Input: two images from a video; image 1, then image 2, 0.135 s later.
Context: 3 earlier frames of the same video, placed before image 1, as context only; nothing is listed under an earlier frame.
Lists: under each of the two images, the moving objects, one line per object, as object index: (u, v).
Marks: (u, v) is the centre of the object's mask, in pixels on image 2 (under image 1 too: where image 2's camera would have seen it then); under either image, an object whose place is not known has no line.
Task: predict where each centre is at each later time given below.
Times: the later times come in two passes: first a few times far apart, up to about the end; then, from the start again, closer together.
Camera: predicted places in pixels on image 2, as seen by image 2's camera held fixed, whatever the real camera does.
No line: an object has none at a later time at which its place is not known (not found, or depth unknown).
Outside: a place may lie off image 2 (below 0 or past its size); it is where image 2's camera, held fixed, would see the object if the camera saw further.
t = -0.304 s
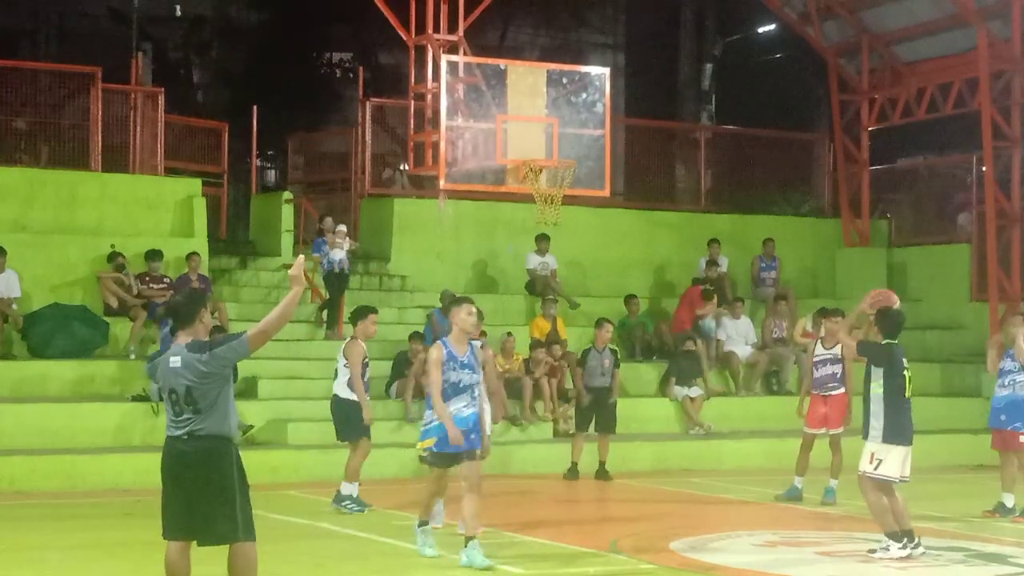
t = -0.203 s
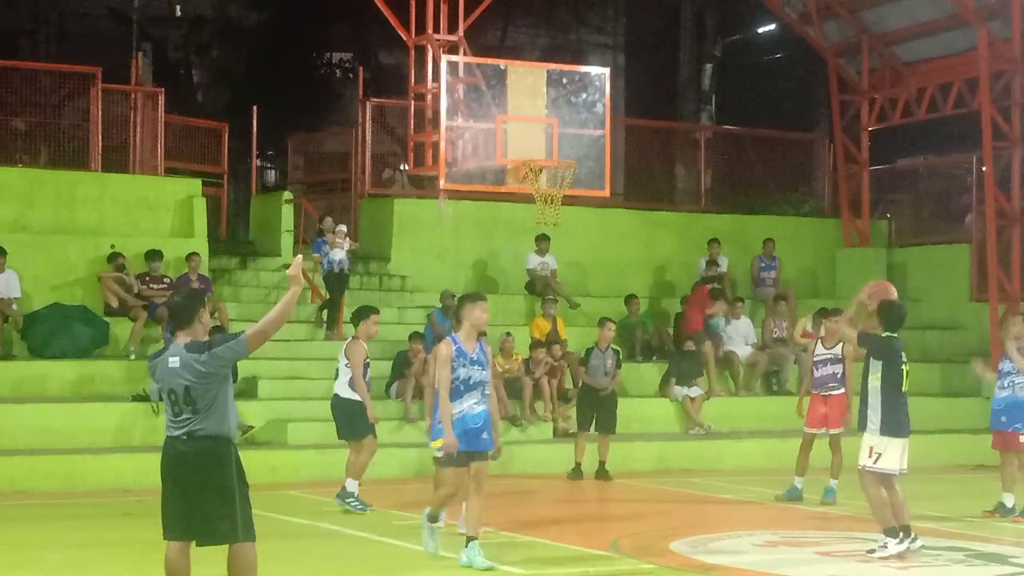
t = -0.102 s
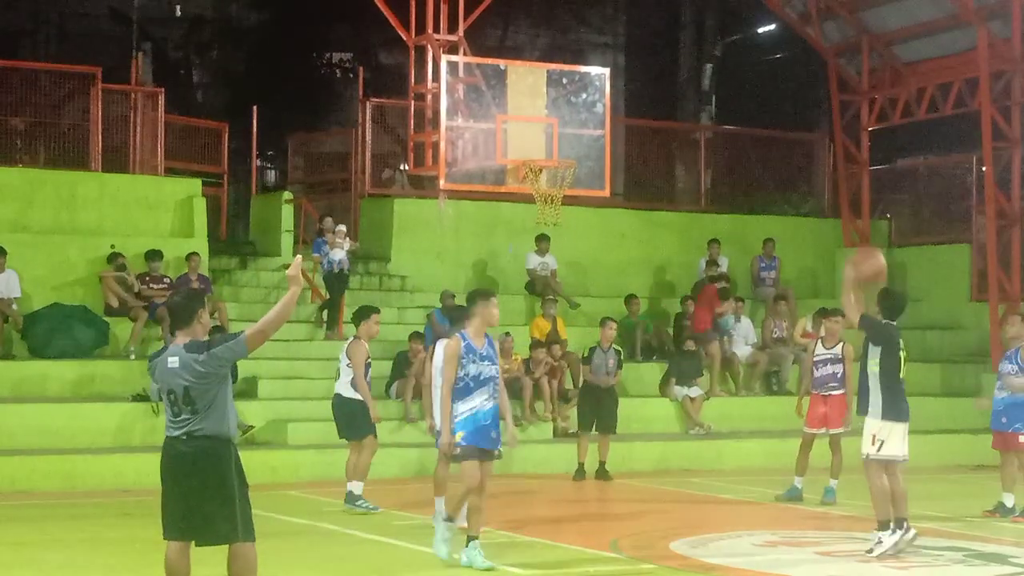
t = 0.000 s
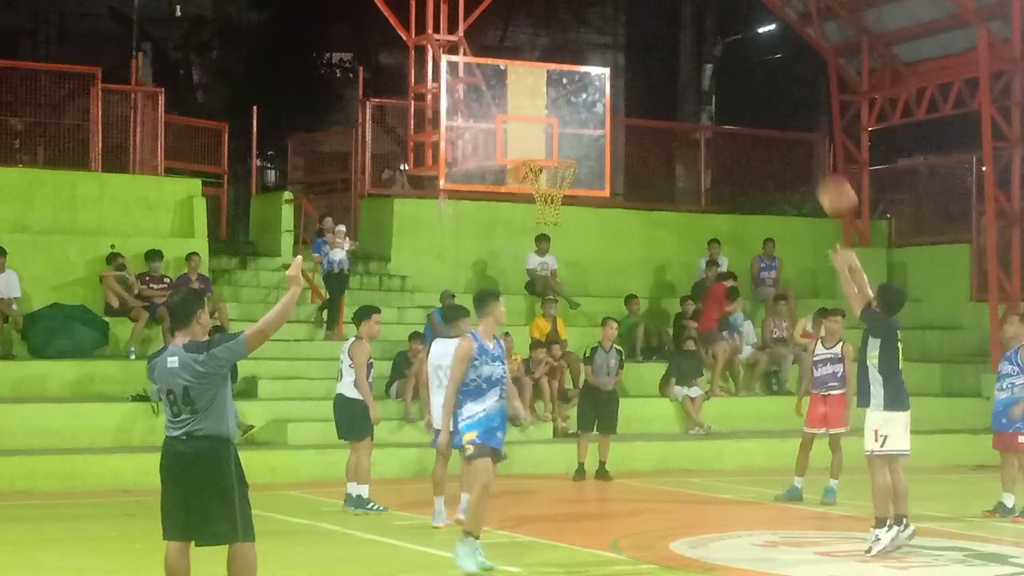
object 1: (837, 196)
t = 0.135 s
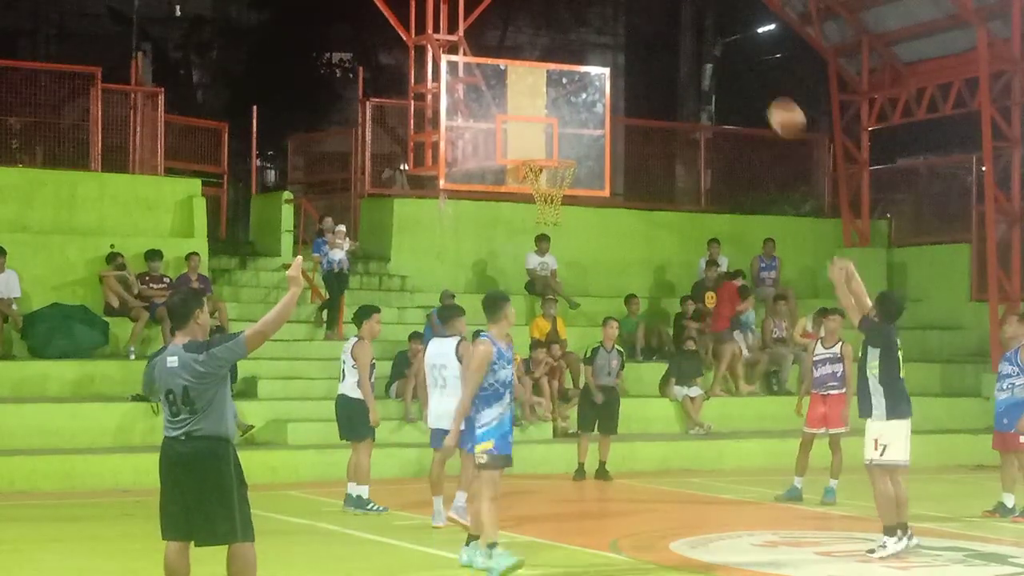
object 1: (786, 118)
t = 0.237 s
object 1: (751, 79)
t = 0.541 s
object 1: (653, 44)
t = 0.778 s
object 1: (588, 89)
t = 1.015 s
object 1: (539, 152)
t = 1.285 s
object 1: (579, 151)
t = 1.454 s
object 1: (611, 184)
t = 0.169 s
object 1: (774, 104)
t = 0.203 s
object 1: (762, 90)
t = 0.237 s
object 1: (751, 79)
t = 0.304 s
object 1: (728, 61)
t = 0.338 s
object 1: (717, 54)
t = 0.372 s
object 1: (706, 48)
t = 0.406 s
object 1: (695, 45)
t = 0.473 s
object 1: (675, 42)
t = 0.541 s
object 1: (653, 44)
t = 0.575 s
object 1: (643, 47)
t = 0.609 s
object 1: (634, 50)
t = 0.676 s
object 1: (616, 62)
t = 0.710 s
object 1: (607, 68)
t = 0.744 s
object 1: (595, 80)
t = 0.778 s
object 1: (588, 89)
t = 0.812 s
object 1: (578, 100)
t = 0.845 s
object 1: (570, 114)
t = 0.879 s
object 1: (560, 127)
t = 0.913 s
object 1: (550, 141)
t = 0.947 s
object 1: (545, 149)
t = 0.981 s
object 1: (542, 151)
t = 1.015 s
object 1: (539, 152)
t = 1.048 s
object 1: (535, 151)
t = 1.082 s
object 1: (541, 150)
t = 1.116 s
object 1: (549, 149)
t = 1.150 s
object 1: (555, 147)
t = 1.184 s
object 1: (560, 147)
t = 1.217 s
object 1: (567, 147)
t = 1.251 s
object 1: (574, 149)
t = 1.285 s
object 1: (579, 151)
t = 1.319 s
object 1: (586, 155)
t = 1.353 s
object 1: (592, 160)
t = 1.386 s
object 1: (599, 168)
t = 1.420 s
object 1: (605, 176)
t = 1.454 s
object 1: (611, 184)
